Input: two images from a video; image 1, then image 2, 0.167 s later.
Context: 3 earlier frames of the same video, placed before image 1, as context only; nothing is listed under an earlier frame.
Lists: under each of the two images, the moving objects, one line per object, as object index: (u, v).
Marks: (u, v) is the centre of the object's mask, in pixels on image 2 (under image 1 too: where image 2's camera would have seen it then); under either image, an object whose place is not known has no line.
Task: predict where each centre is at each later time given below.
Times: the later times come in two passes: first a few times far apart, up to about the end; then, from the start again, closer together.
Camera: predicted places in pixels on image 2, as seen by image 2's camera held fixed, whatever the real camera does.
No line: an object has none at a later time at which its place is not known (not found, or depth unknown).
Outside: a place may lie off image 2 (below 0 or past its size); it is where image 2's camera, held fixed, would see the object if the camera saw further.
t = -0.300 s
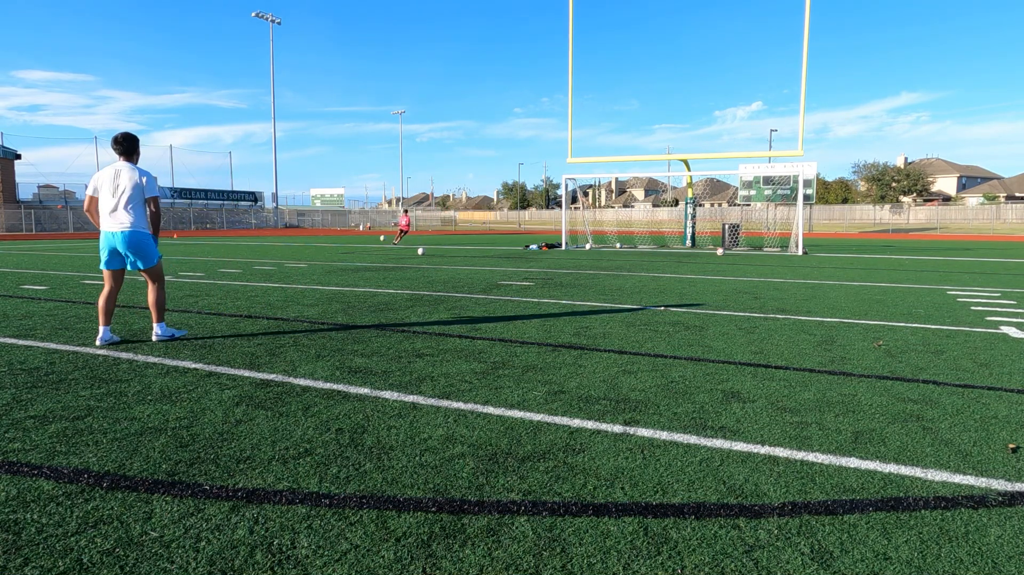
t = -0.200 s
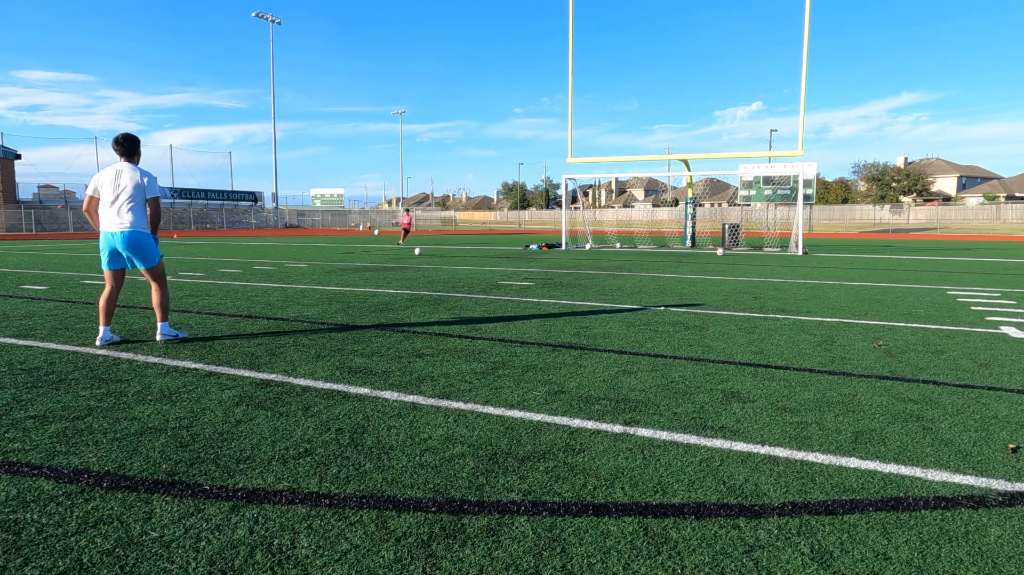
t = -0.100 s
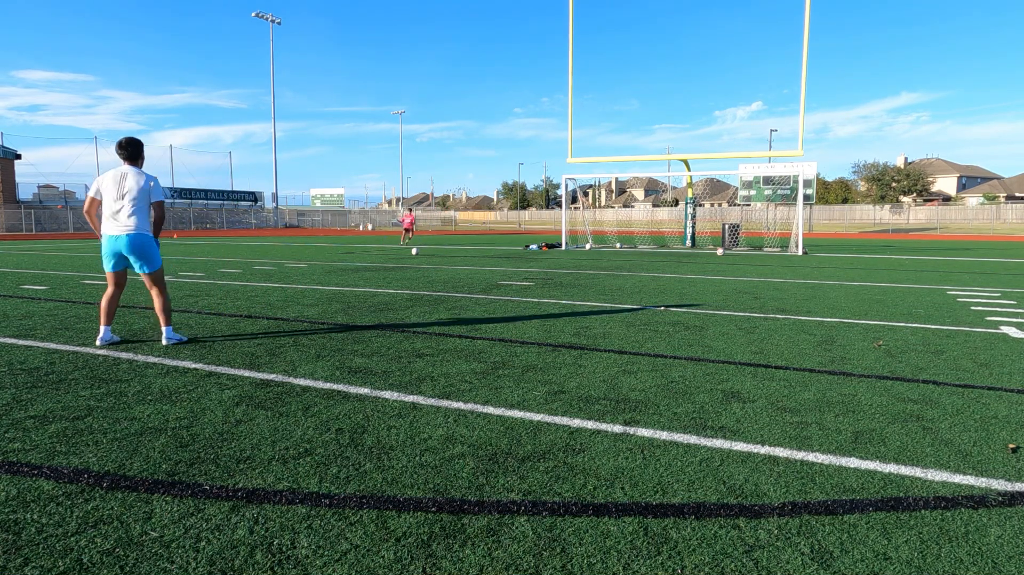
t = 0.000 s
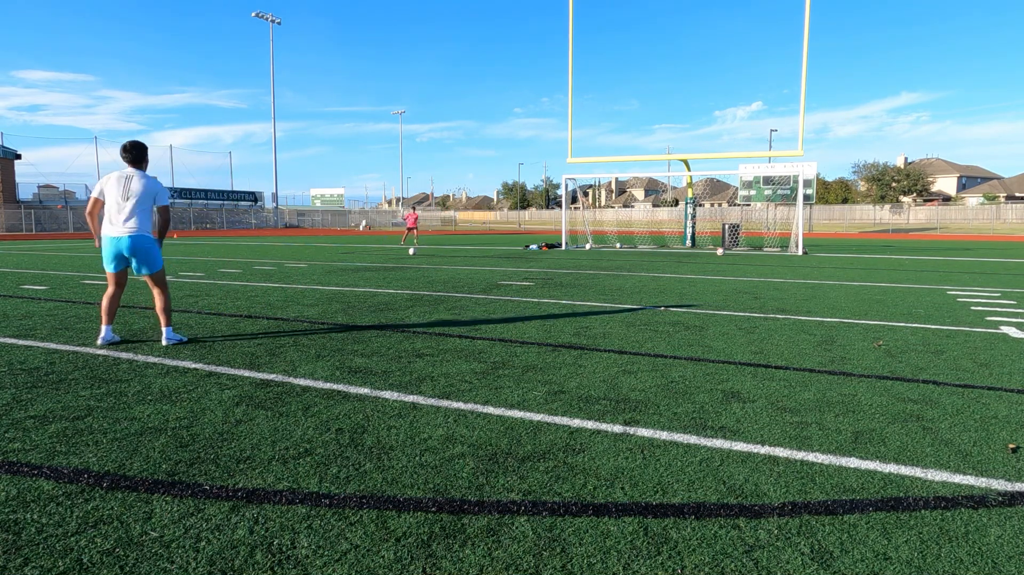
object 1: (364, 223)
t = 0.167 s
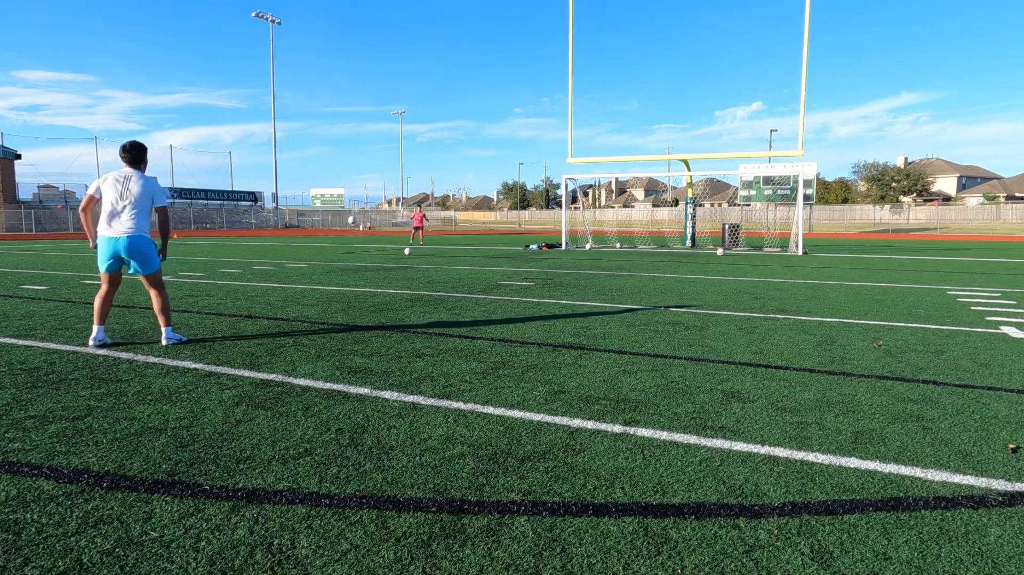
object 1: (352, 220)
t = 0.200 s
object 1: (348, 220)
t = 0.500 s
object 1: (313, 237)
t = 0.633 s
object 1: (289, 261)
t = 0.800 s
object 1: (248, 289)
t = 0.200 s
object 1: (348, 220)
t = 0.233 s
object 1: (345, 220)
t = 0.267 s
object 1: (342, 221)
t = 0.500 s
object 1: (313, 237)
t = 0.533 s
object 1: (307, 241)
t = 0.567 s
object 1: (301, 247)
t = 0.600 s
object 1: (296, 254)
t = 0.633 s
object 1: (289, 261)
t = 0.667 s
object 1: (282, 271)
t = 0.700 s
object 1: (273, 282)
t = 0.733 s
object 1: (265, 294)
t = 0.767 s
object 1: (257, 292)
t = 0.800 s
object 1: (248, 289)
